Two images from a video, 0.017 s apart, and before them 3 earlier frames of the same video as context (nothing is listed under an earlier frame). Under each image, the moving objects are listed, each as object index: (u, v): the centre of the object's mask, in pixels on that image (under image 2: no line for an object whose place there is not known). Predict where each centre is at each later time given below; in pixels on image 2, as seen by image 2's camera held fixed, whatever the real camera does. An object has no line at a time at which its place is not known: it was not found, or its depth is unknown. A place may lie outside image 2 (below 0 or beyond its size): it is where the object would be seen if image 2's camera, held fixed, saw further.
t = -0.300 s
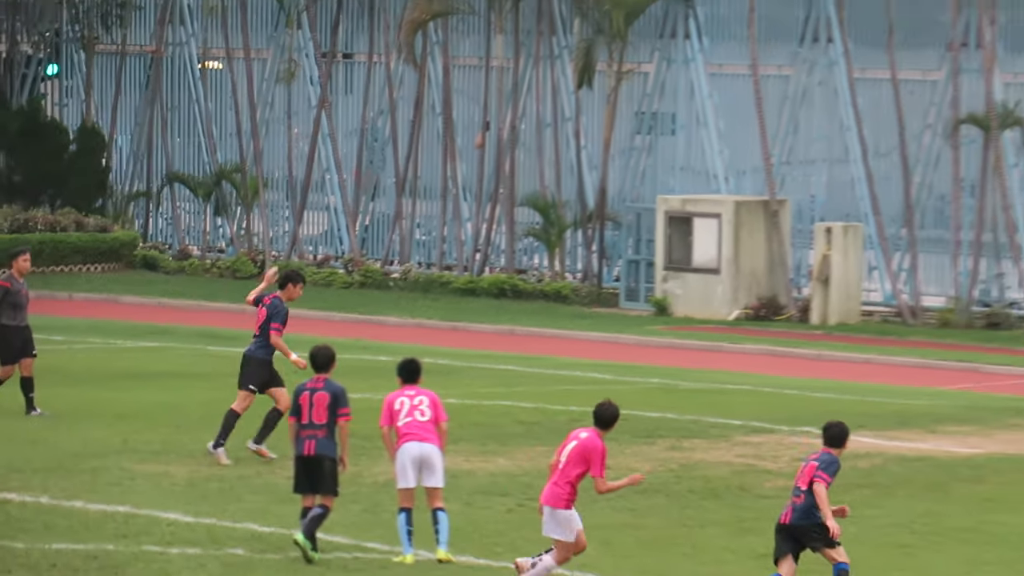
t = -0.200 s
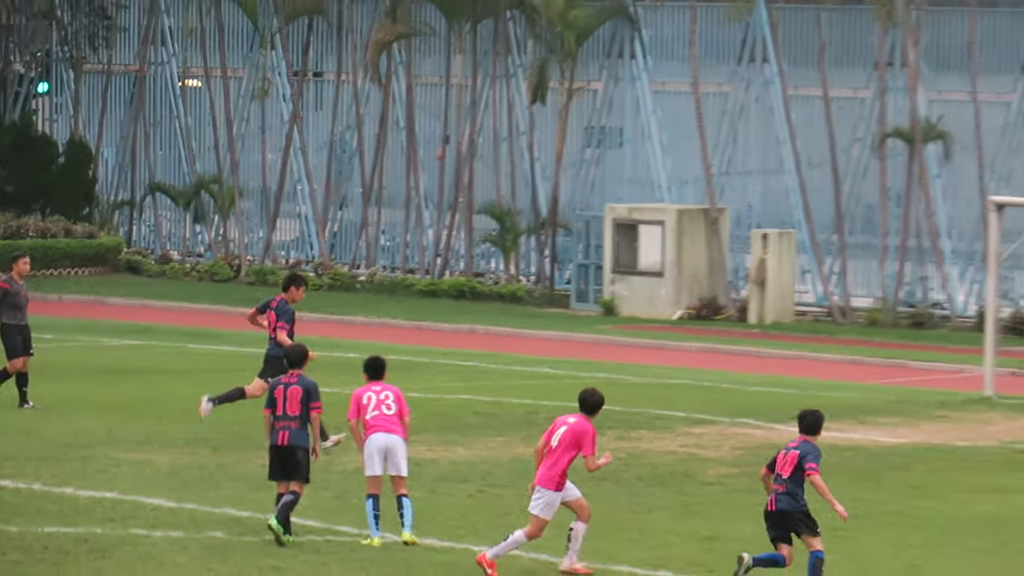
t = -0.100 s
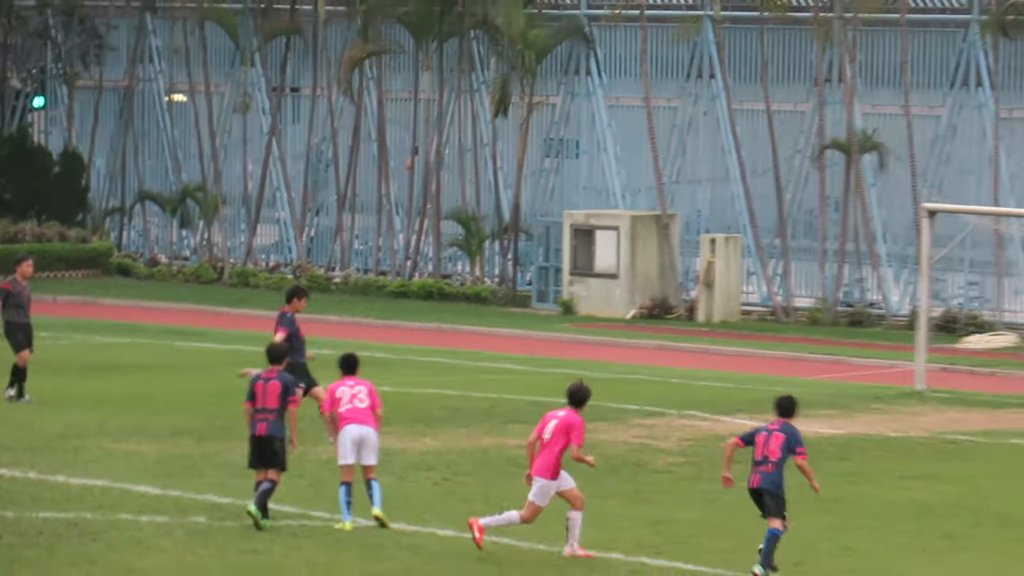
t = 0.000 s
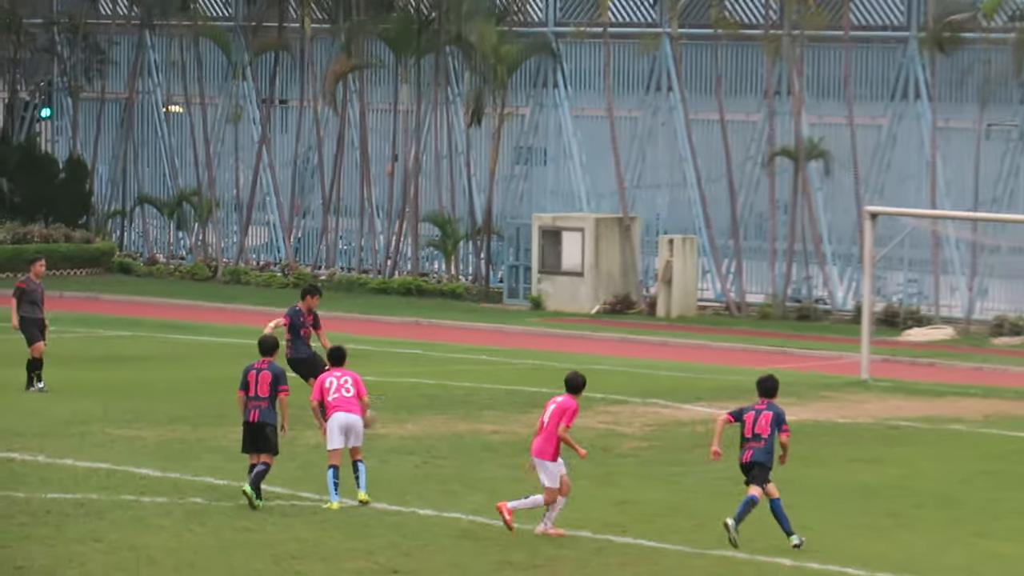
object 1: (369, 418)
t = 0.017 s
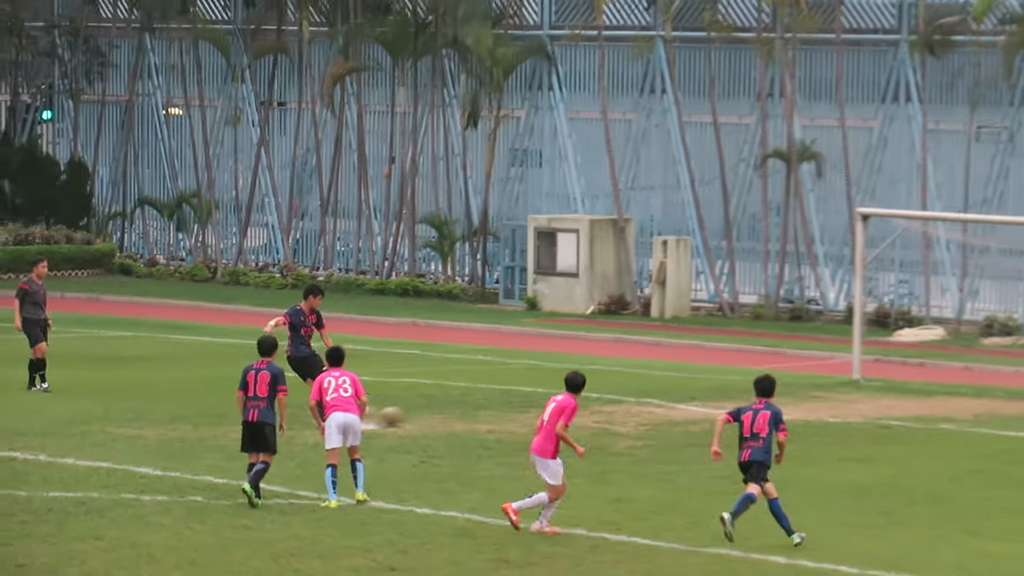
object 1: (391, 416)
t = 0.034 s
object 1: (421, 416)
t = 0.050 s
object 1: (450, 412)
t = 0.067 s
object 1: (476, 410)
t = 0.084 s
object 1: (505, 409)
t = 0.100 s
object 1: (532, 405)
